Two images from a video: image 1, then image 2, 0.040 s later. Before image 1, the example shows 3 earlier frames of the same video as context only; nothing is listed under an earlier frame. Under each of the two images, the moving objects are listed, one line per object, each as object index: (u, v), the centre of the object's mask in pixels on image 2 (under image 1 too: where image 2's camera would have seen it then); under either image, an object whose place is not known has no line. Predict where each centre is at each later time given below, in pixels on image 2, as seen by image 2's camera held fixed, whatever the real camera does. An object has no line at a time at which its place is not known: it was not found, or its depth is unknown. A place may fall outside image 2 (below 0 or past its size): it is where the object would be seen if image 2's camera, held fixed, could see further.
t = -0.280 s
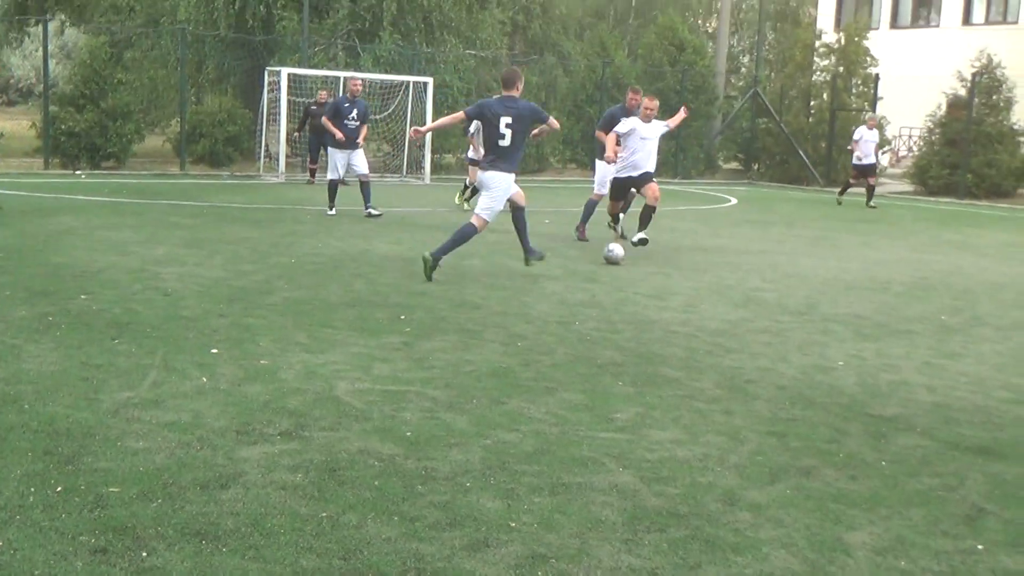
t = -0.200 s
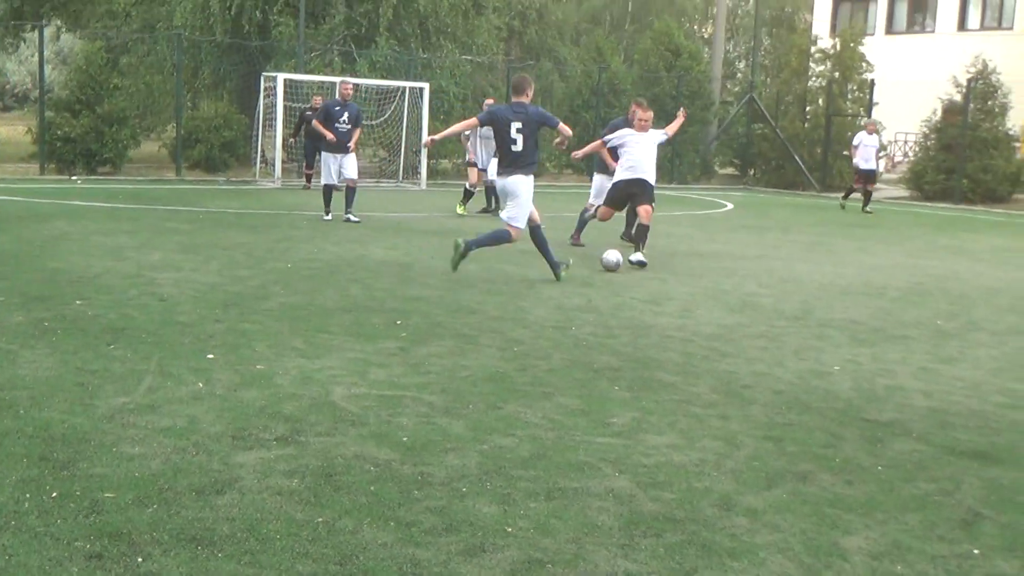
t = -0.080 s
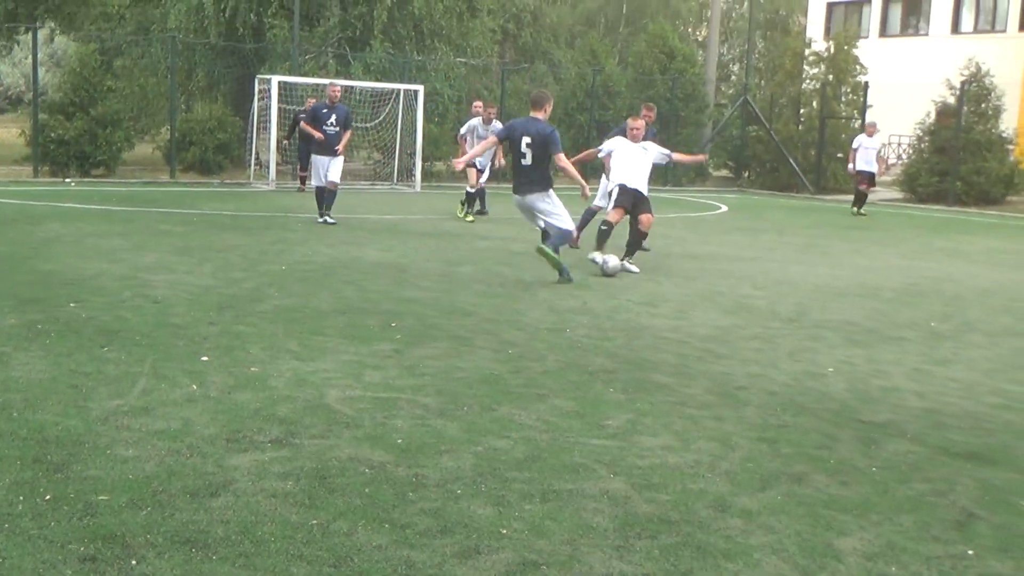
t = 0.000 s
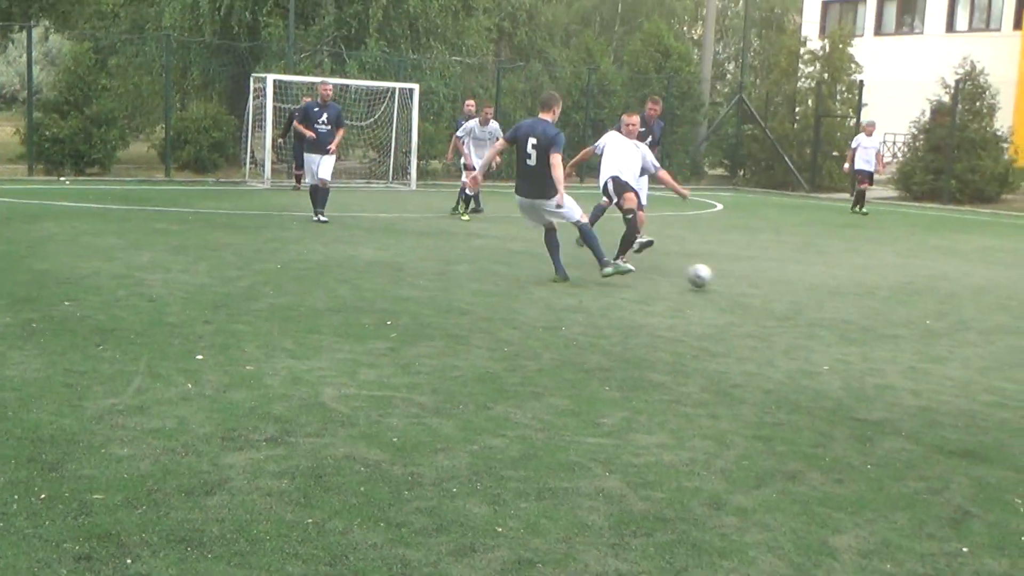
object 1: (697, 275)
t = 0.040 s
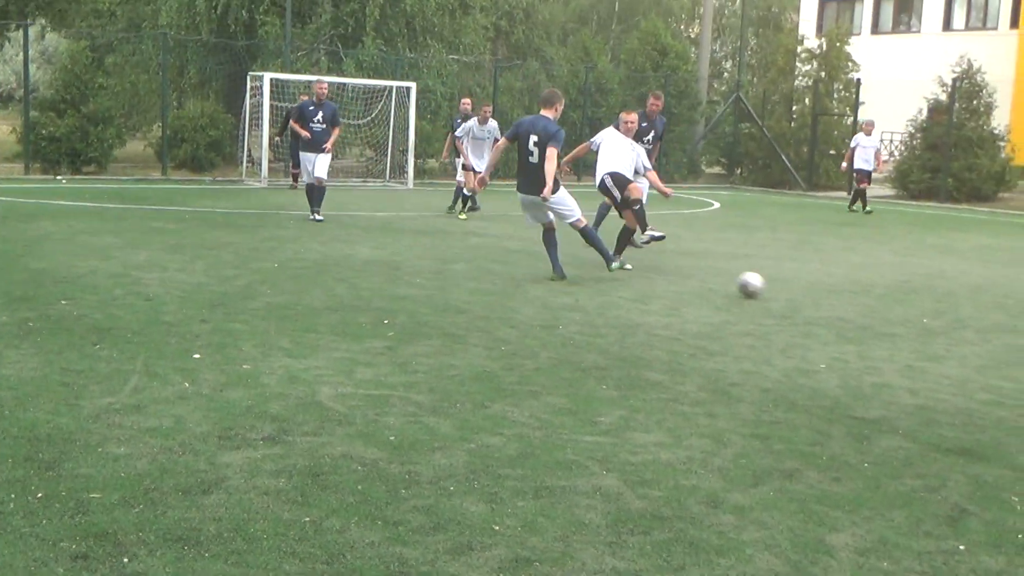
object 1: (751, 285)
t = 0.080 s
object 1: (808, 295)
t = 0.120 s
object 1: (865, 302)
